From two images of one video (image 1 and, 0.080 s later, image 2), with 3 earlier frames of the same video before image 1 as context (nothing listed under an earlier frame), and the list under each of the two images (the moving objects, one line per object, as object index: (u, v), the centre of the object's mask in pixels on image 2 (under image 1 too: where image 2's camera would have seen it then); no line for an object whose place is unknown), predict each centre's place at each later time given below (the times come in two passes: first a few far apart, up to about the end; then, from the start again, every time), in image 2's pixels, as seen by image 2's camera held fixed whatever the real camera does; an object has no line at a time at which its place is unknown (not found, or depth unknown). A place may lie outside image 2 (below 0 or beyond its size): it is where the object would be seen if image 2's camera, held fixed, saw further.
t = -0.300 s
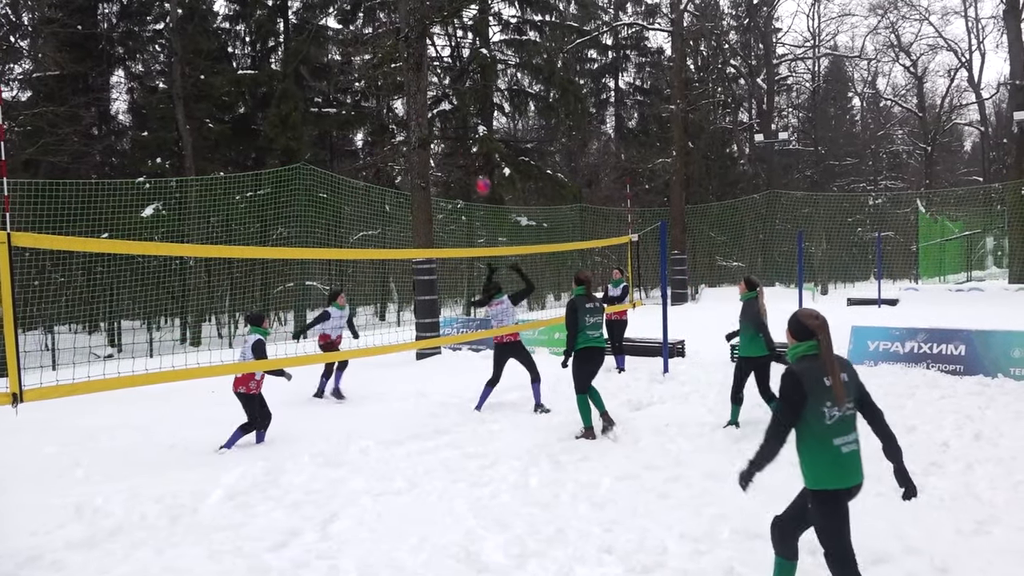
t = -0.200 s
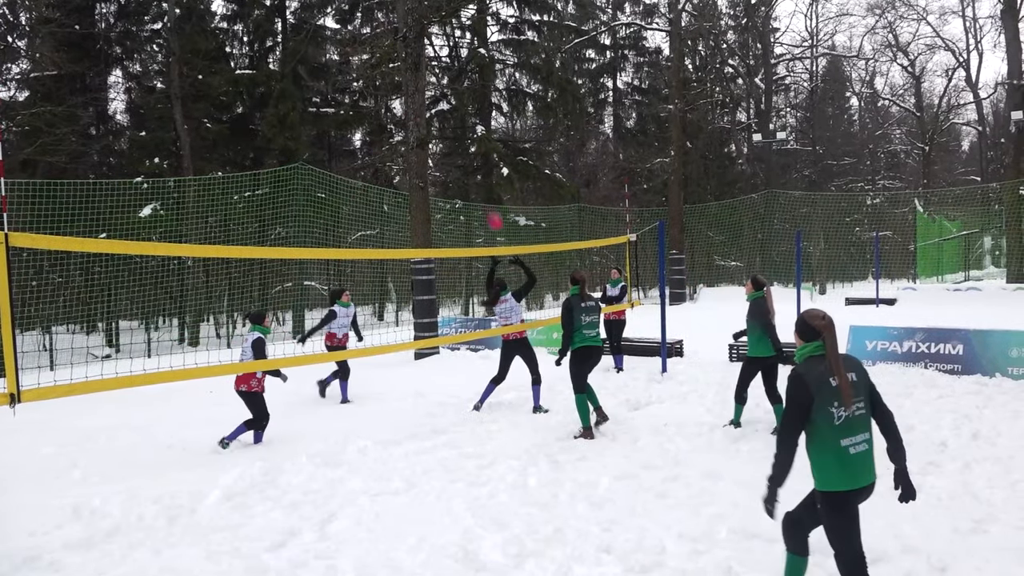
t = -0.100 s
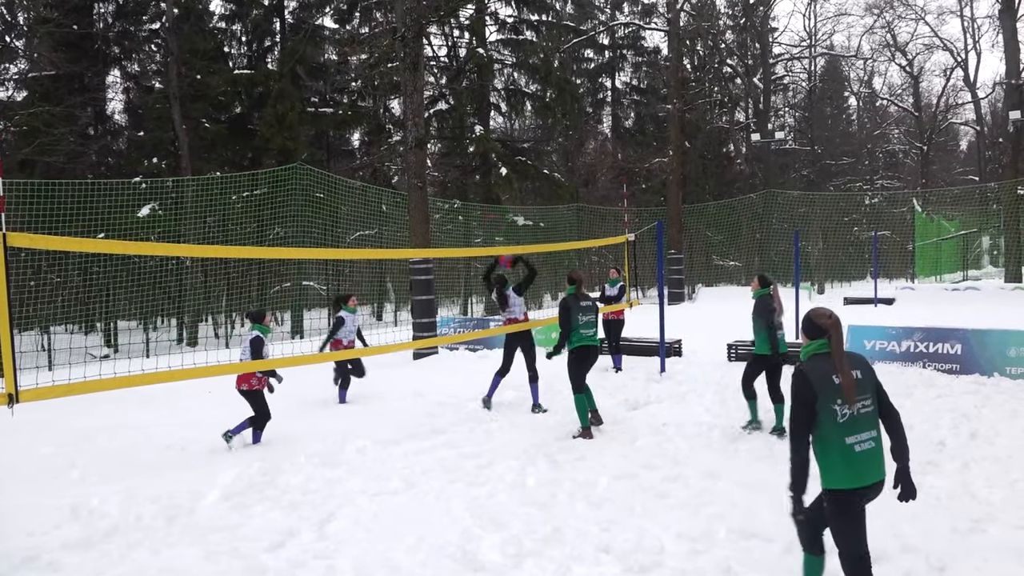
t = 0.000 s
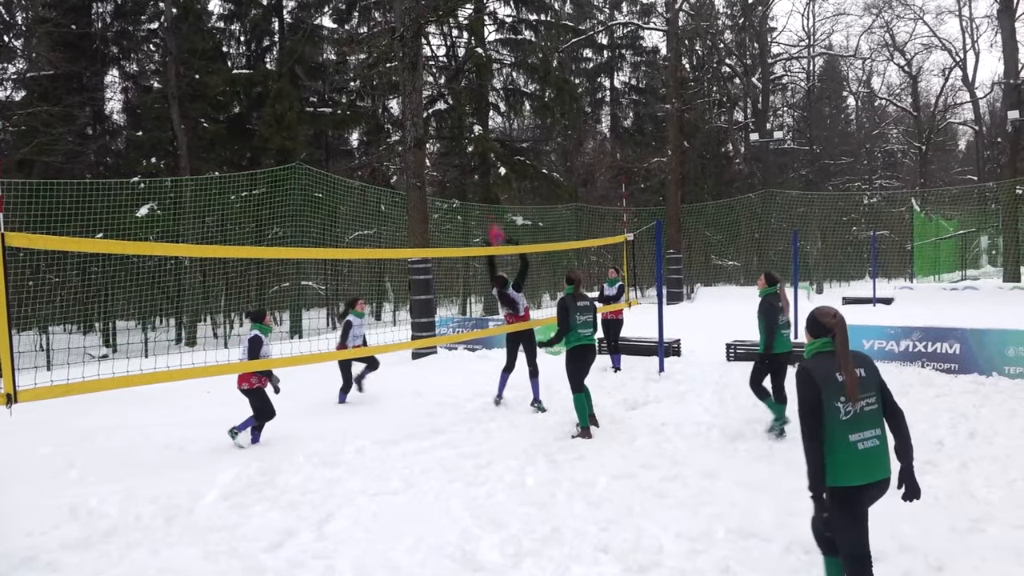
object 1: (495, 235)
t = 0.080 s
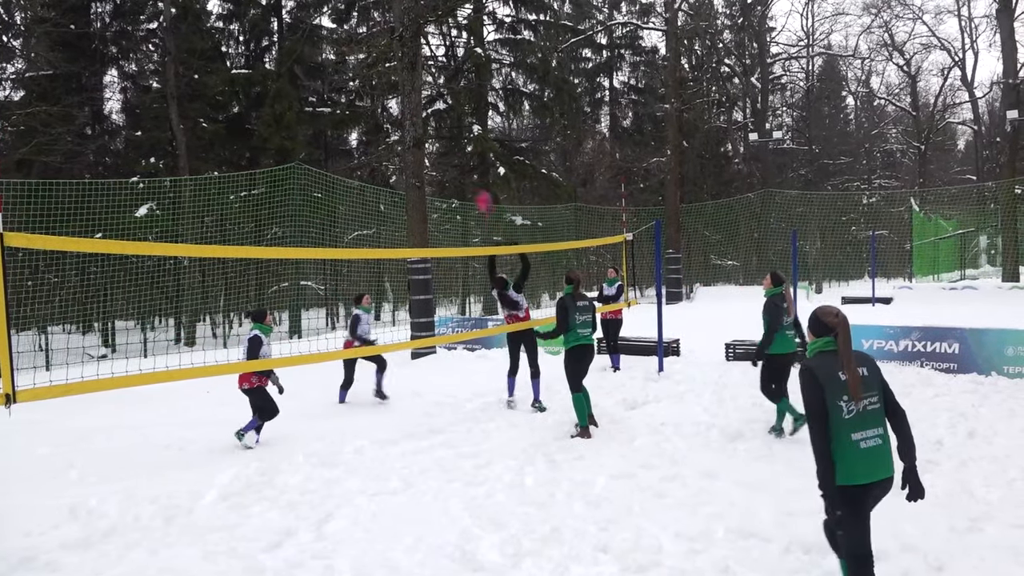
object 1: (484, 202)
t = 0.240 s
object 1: (460, 144)
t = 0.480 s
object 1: (425, 95)
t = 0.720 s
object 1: (385, 88)
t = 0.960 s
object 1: (342, 139)
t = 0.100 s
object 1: (480, 192)
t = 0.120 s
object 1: (477, 185)
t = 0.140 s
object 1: (475, 178)
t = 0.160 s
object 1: (471, 171)
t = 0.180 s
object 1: (469, 164)
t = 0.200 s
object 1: (465, 157)
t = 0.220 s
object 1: (463, 151)
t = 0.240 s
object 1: (460, 144)
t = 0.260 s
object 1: (458, 140)
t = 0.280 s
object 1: (454, 134)
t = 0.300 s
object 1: (451, 128)
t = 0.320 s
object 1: (448, 123)
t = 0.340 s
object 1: (445, 118)
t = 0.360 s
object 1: (442, 115)
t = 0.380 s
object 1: (438, 109)
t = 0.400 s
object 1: (435, 105)
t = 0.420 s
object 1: (433, 102)
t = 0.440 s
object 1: (430, 99)
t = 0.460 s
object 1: (427, 96)
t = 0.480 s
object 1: (425, 95)
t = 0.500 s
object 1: (421, 91)
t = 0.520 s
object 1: (417, 89)
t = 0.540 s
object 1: (414, 87)
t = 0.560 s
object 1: (412, 86)
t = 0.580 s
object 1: (408, 85)
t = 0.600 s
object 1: (404, 84)
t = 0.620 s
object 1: (401, 84)
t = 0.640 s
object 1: (398, 84)
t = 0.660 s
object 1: (394, 85)
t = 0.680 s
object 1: (391, 85)
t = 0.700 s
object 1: (388, 87)
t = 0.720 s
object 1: (385, 88)
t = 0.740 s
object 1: (381, 90)
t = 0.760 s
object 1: (378, 92)
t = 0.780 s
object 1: (375, 95)
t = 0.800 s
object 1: (371, 99)
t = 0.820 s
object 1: (367, 102)
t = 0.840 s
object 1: (364, 106)
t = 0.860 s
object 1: (360, 111)
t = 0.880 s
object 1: (357, 115)
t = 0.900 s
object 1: (353, 120)
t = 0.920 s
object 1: (350, 126)
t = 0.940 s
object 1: (346, 132)
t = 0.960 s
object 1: (342, 139)
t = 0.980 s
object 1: (339, 146)
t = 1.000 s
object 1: (336, 154)
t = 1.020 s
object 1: (332, 161)
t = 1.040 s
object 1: (328, 170)
